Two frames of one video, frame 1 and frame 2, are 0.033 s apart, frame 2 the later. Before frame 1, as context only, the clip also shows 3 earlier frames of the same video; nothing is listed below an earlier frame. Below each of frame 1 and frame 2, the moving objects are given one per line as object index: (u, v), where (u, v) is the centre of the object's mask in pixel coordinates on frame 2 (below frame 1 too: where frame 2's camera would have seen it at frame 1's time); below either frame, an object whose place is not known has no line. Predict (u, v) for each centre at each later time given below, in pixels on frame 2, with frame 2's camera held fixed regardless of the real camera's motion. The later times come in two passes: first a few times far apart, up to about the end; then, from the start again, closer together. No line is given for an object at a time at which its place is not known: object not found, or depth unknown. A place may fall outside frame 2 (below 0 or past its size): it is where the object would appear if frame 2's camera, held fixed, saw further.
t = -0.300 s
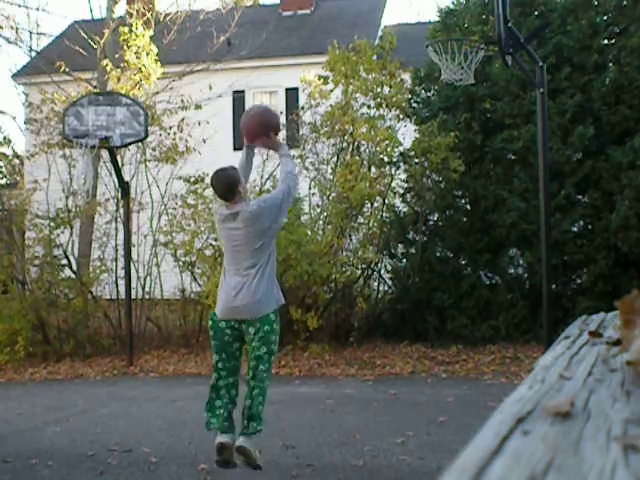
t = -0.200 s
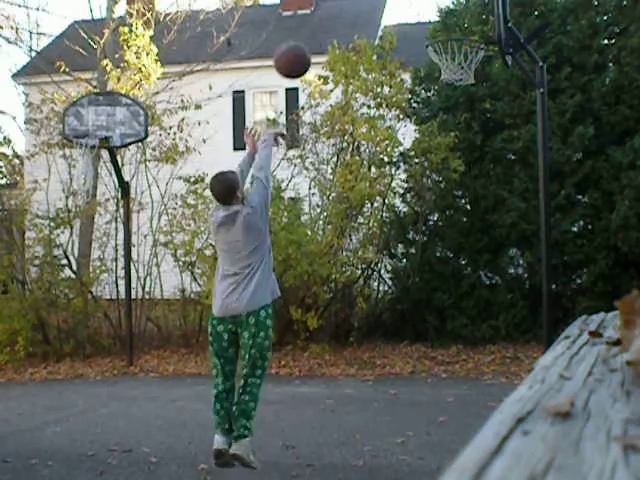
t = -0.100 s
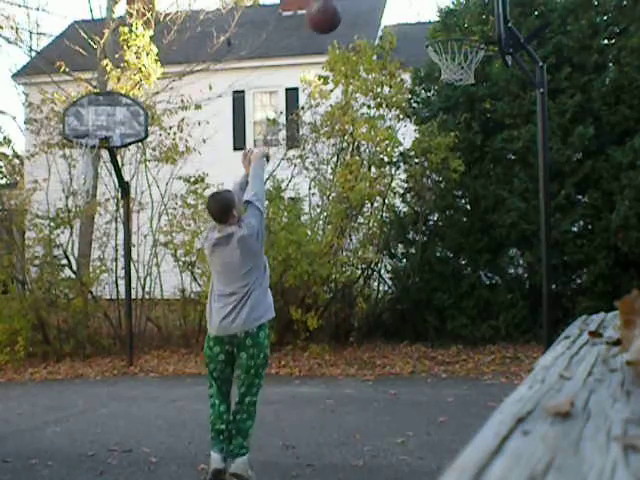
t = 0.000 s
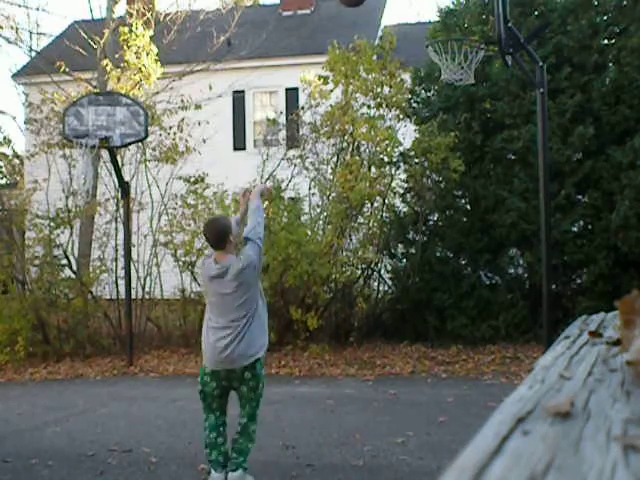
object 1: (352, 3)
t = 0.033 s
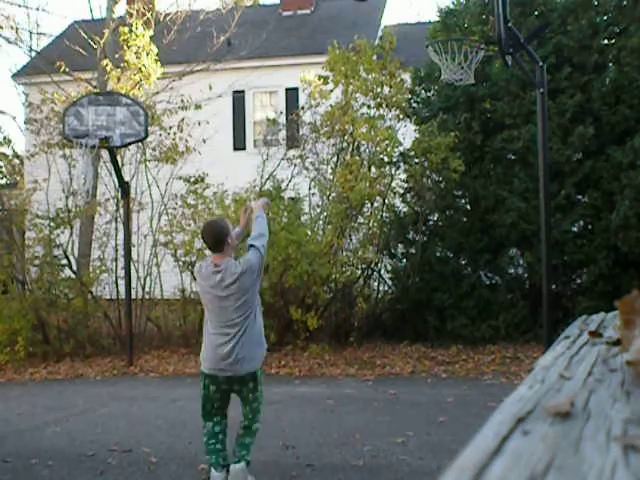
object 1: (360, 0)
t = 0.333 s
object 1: (432, 8)
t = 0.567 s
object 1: (458, 44)
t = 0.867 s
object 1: (453, 85)
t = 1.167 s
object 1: (475, 180)
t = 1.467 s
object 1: (497, 381)
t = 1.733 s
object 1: (513, 286)
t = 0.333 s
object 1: (432, 8)
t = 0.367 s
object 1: (439, 14)
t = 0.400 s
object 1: (446, 22)
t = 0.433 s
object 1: (453, 32)
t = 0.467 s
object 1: (459, 43)
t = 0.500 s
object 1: (459, 42)
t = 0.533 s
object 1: (459, 44)
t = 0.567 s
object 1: (458, 44)
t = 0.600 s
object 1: (456, 48)
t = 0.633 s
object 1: (454, 52)
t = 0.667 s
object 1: (452, 54)
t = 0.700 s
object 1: (450, 67)
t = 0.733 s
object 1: (451, 81)
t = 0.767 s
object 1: (449, 82)
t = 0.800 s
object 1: (450, 81)
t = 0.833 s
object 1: (451, 83)
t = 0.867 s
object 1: (453, 85)
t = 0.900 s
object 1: (456, 91)
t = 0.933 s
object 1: (460, 98)
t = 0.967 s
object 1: (462, 107)
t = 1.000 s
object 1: (464, 115)
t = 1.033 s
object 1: (466, 126)
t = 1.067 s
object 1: (468, 136)
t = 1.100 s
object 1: (471, 150)
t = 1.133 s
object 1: (473, 164)
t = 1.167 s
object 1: (475, 180)
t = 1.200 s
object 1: (478, 197)
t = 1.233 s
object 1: (481, 217)
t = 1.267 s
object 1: (482, 236)
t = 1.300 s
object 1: (484, 257)
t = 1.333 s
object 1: (487, 279)
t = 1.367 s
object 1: (489, 303)
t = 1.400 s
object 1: (491, 328)
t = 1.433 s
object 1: (494, 354)
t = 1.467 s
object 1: (497, 381)
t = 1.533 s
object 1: (499, 389)
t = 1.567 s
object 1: (503, 371)
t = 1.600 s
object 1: (505, 350)
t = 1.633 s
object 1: (507, 333)
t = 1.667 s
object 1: (509, 315)
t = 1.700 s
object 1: (511, 300)
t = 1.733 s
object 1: (513, 286)
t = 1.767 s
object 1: (516, 274)
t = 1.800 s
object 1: (518, 263)
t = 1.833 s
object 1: (521, 253)
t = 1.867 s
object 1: (523, 244)
